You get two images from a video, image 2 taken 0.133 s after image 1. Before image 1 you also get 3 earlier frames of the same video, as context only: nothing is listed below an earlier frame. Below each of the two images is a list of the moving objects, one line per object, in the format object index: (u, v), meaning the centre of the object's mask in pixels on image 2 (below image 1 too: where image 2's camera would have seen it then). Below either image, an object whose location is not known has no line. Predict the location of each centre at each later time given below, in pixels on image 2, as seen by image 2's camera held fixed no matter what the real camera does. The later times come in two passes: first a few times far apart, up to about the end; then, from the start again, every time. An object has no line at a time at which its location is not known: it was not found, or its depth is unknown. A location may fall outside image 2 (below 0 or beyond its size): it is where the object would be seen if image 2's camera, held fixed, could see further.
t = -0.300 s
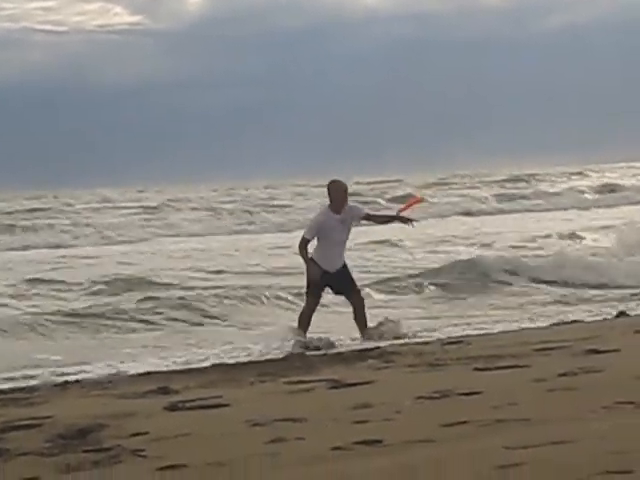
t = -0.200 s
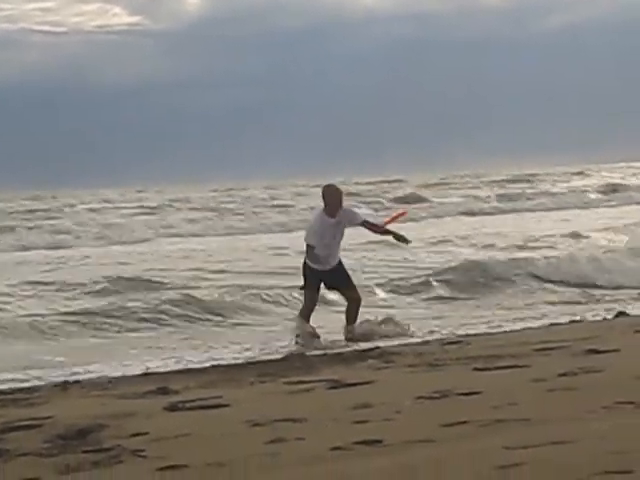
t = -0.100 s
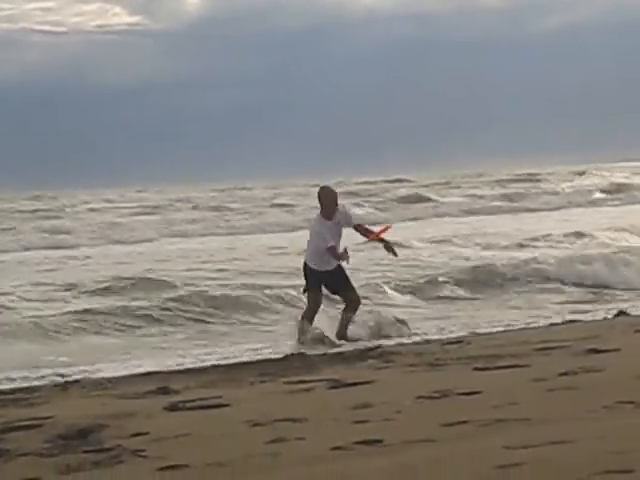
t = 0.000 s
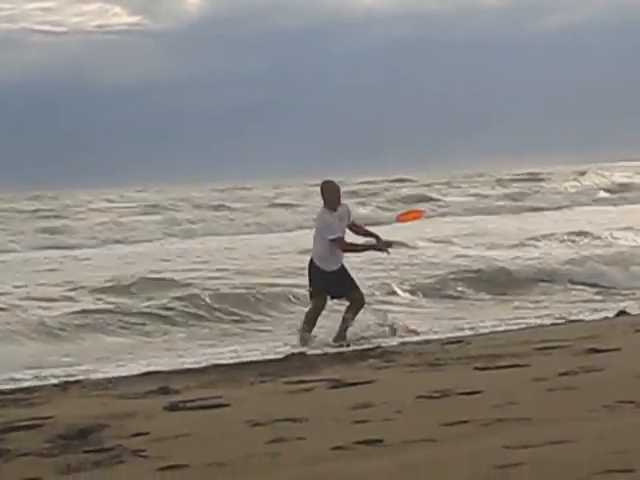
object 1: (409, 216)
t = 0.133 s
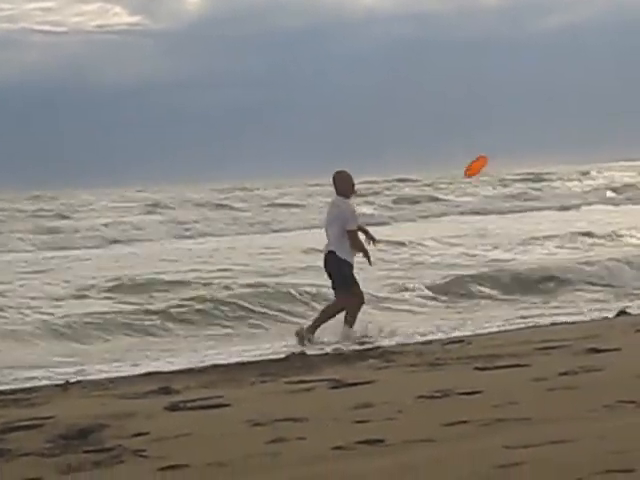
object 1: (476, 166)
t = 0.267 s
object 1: (523, 120)
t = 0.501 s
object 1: (567, 64)
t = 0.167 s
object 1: (489, 153)
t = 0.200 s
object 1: (502, 142)
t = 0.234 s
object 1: (513, 130)
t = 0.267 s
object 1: (523, 120)
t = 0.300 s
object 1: (533, 108)
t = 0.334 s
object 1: (542, 99)
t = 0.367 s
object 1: (549, 91)
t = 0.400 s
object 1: (556, 83)
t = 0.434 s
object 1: (561, 76)
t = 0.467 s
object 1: (562, 70)
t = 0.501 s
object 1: (567, 64)
